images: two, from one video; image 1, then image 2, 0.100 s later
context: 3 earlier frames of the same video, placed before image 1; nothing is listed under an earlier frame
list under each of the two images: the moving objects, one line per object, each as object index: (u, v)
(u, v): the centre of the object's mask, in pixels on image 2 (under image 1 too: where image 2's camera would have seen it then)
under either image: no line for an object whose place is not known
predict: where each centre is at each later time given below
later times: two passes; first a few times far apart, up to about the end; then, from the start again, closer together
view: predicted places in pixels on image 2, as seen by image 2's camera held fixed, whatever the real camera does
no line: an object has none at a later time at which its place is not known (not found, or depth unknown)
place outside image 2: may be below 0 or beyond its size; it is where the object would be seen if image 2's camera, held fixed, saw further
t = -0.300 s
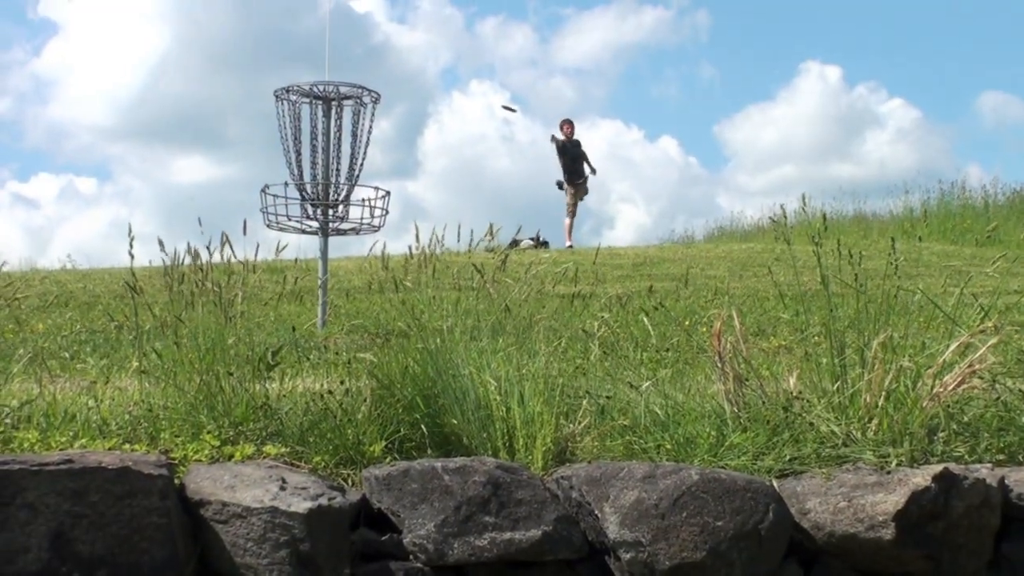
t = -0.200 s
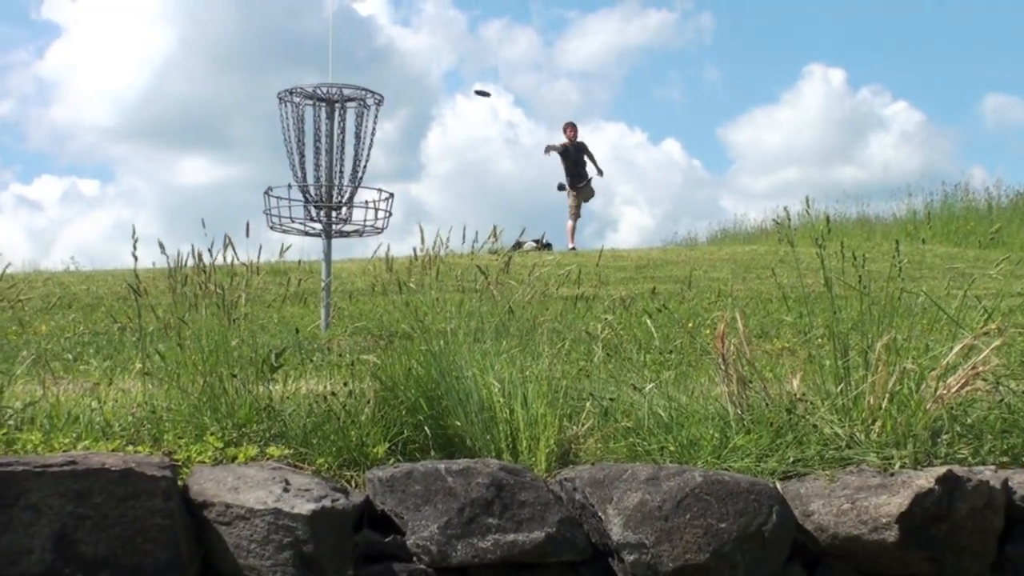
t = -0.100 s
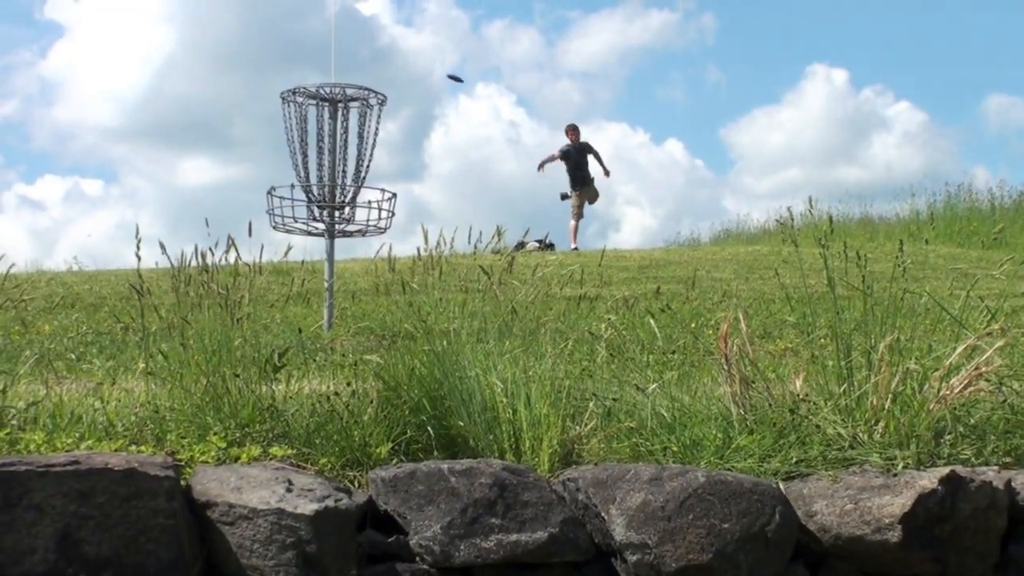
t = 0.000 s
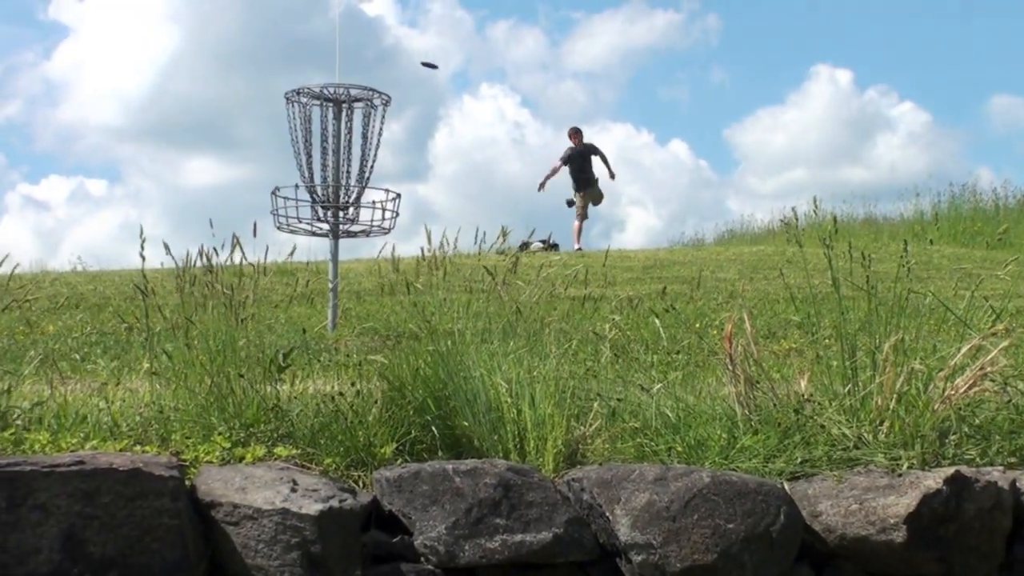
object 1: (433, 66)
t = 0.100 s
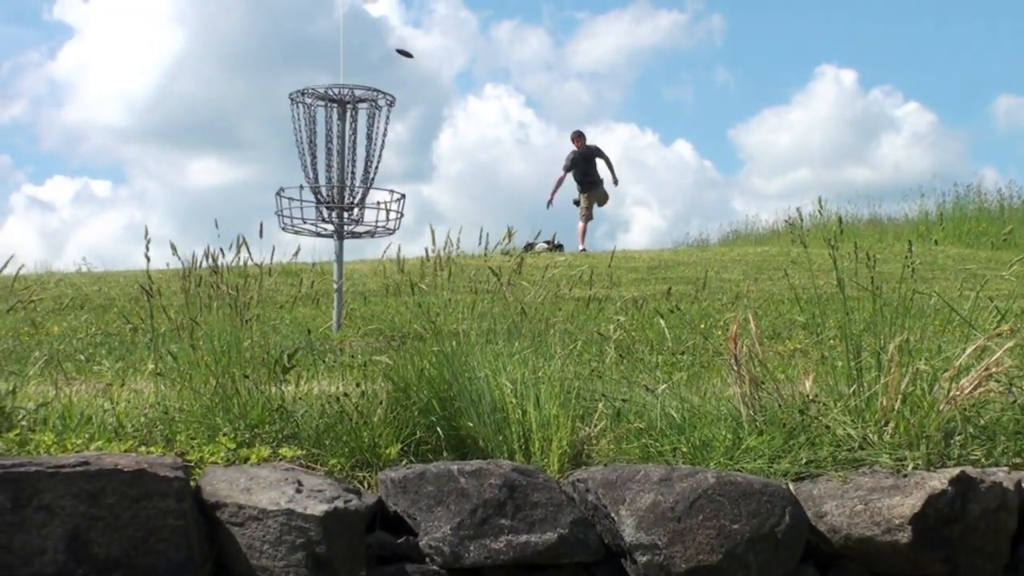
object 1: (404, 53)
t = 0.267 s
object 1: (358, 34)
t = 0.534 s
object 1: (292, 16)
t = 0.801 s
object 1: (239, 20)
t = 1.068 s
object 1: (212, 56)
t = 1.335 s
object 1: (231, 143)
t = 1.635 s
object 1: (355, 332)
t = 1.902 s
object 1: (404, 305)
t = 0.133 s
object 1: (395, 50)
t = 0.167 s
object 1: (385, 45)
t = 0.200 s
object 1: (376, 41)
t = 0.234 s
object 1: (367, 38)
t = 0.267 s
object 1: (358, 34)
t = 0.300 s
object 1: (350, 31)
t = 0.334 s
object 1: (341, 28)
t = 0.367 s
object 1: (332, 25)
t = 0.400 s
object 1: (324, 23)
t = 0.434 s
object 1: (315, 21)
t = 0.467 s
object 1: (307, 19)
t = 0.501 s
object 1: (299, 17)
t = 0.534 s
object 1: (292, 16)
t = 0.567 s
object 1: (284, 14)
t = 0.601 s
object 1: (277, 14)
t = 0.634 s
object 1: (270, 14)
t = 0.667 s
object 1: (263, 14)
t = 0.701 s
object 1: (257, 15)
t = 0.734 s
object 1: (251, 16)
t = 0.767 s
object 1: (245, 17)
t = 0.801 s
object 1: (239, 20)
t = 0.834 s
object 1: (234, 22)
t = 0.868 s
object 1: (229, 25)
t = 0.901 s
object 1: (225, 29)
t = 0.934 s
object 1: (221, 33)
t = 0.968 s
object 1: (218, 38)
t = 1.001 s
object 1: (216, 43)
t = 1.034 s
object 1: (214, 50)
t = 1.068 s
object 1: (212, 56)
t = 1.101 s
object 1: (211, 64)
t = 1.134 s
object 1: (211, 73)
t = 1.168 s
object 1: (212, 83)
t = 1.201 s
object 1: (213, 93)
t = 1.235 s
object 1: (216, 104)
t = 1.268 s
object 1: (220, 116)
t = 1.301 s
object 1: (225, 129)
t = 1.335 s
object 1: (231, 143)
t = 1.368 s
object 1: (239, 159)
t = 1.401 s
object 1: (247, 175)
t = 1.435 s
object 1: (258, 193)
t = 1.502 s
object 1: (283, 233)
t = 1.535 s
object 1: (298, 255)
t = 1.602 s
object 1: (335, 306)
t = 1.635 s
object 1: (355, 332)
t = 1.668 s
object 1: (366, 344)
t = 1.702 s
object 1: (385, 346)
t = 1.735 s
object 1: (384, 336)
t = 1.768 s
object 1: (388, 327)
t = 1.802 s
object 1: (392, 318)
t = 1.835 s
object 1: (393, 313)
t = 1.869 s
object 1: (399, 308)
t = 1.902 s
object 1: (404, 305)
